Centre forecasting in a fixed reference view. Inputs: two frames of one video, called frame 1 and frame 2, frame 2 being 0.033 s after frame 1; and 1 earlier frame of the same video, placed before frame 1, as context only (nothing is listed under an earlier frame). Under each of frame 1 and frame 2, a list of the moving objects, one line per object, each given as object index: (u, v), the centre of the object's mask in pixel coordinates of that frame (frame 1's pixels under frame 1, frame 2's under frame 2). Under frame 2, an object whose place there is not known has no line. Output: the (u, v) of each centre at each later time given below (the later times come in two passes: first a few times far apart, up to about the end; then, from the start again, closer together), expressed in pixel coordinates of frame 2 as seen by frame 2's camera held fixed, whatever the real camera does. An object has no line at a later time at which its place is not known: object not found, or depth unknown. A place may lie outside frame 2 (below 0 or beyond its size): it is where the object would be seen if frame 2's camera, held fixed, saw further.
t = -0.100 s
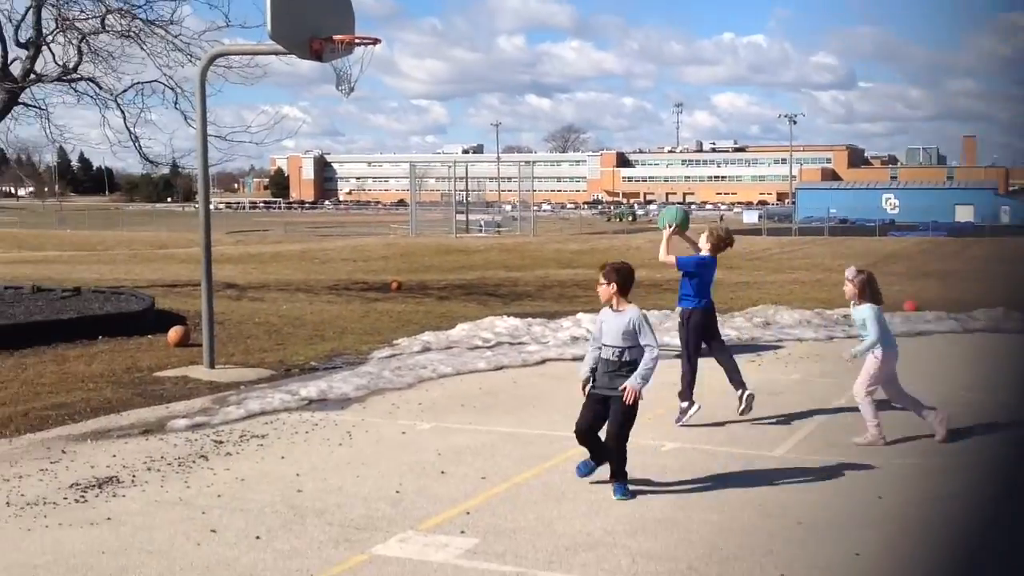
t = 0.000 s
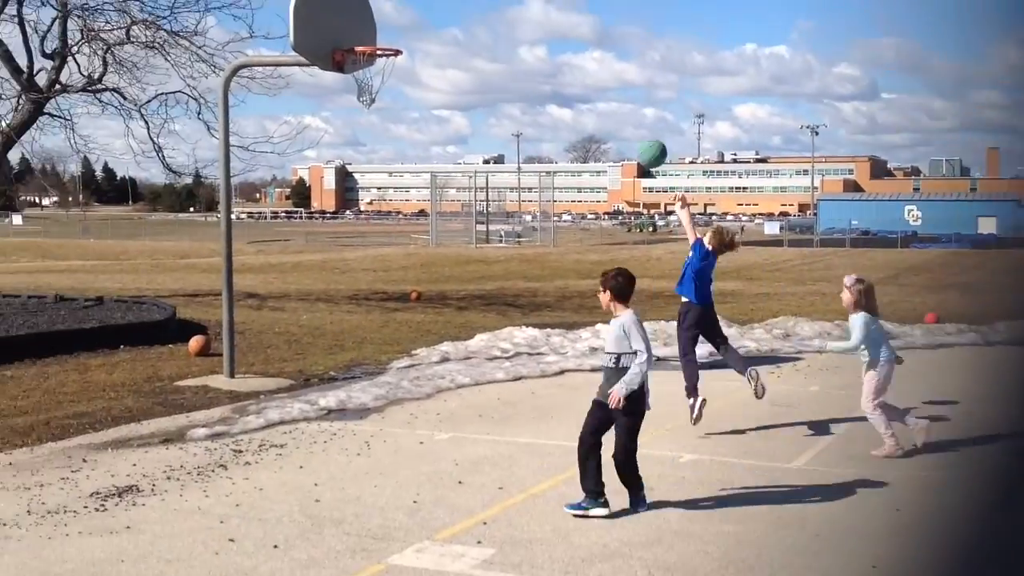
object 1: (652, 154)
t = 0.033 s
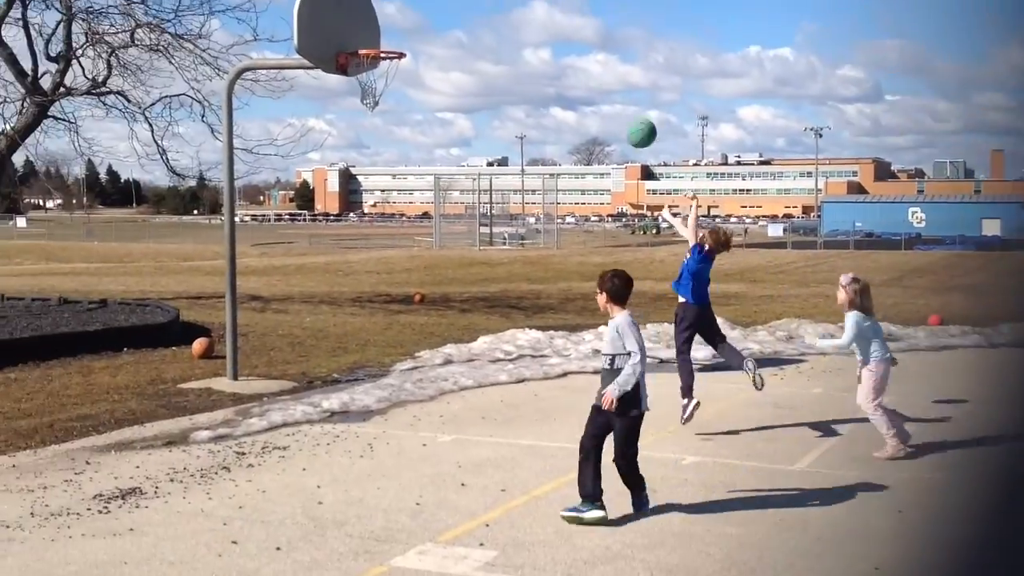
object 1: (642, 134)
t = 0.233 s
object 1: (564, 31)
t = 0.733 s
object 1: (391, 5)
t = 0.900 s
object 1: (353, 32)
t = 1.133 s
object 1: (389, 6)
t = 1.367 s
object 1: (421, 41)
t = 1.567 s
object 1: (448, 120)
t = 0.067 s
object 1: (628, 113)
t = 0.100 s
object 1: (616, 93)
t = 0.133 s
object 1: (602, 75)
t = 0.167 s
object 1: (589, 59)
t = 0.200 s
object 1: (577, 45)
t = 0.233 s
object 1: (564, 31)
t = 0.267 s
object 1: (551, 18)
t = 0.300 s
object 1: (538, 8)
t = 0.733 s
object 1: (391, 5)
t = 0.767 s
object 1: (380, 13)
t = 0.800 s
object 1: (371, 23)
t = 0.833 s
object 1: (361, 34)
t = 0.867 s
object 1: (350, 41)
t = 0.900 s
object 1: (353, 32)
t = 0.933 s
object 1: (360, 26)
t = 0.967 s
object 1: (365, 19)
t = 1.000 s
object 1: (370, 14)
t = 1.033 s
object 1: (374, 10)
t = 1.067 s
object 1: (379, 7)
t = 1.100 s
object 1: (384, 6)
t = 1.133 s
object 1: (389, 6)
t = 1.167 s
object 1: (394, 7)
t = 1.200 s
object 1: (398, 10)
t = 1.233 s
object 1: (404, 14)
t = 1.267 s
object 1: (408, 20)
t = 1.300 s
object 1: (412, 26)
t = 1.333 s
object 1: (417, 34)
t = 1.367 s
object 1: (421, 41)
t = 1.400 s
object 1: (426, 52)
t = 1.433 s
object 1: (430, 63)
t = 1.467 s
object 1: (435, 75)
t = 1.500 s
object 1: (439, 89)
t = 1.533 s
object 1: (444, 103)
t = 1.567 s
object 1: (448, 120)
